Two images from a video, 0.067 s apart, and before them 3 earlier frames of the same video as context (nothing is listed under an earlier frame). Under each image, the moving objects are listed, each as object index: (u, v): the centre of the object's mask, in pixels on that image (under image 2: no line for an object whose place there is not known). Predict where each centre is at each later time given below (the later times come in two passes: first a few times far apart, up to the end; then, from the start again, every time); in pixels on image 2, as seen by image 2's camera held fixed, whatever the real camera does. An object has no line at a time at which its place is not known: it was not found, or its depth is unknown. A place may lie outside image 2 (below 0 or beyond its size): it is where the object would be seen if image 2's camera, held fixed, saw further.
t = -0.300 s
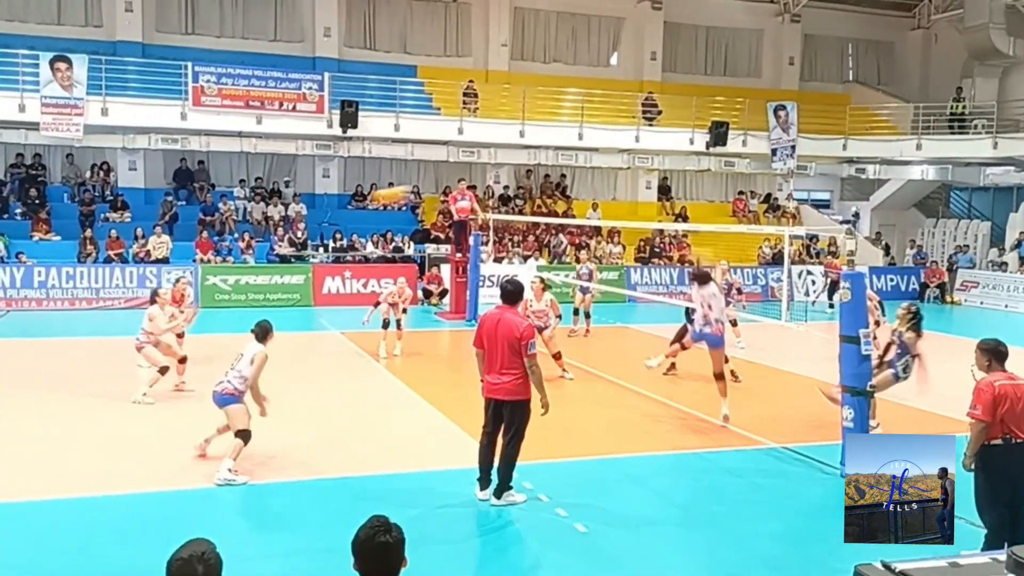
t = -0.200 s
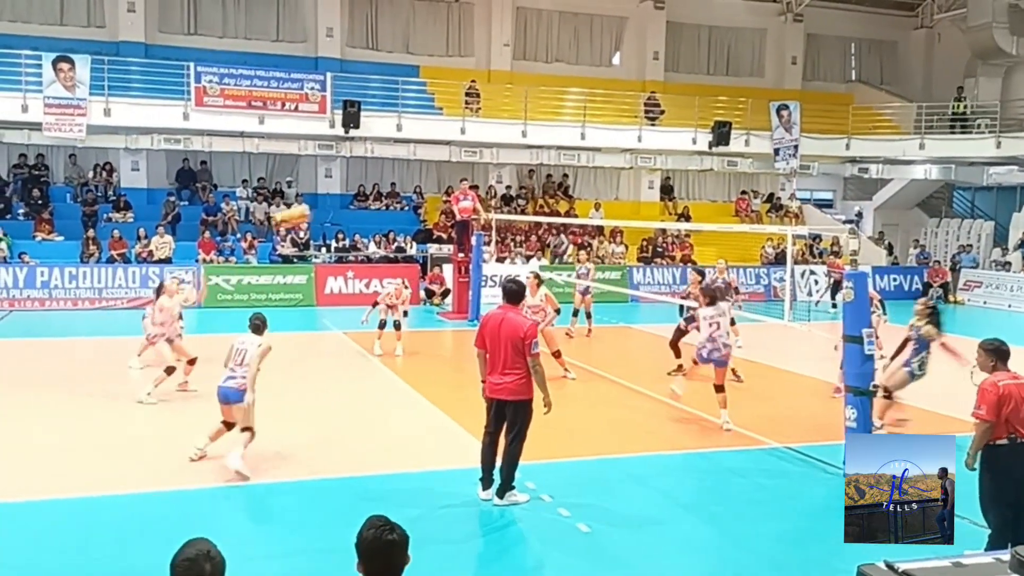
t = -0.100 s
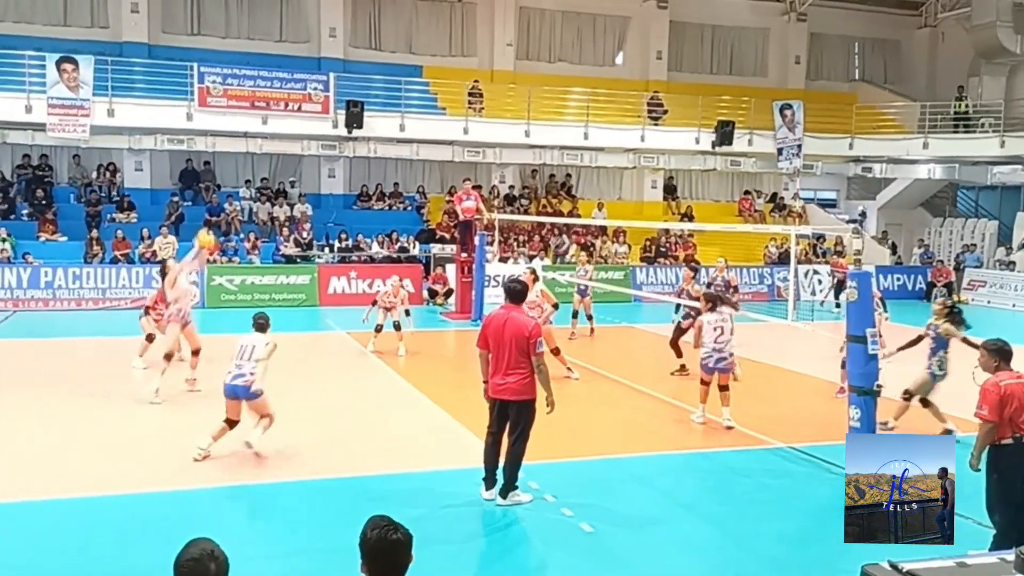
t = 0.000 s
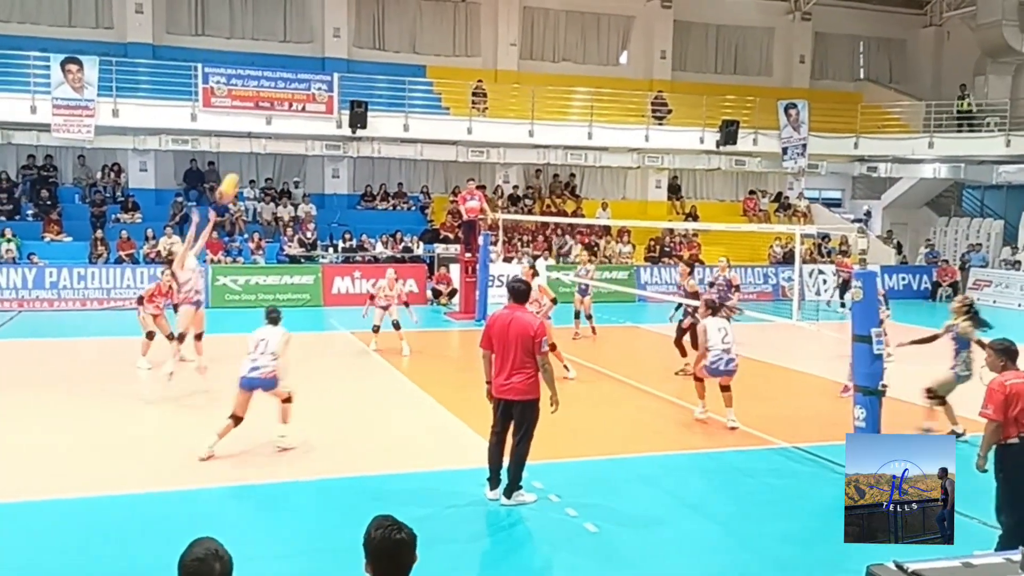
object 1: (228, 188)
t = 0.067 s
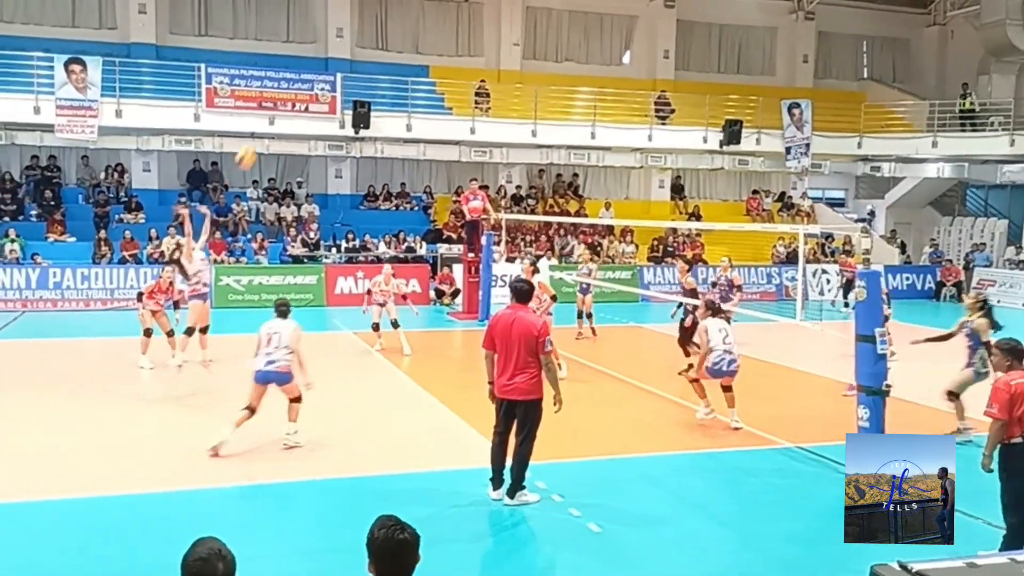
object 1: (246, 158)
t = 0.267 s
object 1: (293, 76)
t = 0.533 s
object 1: (354, 24)
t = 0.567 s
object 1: (362, 22)
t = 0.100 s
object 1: (255, 142)
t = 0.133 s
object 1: (262, 127)
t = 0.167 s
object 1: (271, 111)
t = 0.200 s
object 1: (277, 100)
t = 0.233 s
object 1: (288, 84)
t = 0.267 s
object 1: (293, 76)
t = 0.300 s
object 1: (300, 66)
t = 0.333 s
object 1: (308, 59)
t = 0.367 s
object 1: (316, 50)
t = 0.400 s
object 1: (322, 43)
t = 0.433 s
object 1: (330, 36)
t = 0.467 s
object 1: (338, 31)
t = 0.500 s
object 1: (346, 27)
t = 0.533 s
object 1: (354, 24)
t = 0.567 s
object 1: (362, 22)
